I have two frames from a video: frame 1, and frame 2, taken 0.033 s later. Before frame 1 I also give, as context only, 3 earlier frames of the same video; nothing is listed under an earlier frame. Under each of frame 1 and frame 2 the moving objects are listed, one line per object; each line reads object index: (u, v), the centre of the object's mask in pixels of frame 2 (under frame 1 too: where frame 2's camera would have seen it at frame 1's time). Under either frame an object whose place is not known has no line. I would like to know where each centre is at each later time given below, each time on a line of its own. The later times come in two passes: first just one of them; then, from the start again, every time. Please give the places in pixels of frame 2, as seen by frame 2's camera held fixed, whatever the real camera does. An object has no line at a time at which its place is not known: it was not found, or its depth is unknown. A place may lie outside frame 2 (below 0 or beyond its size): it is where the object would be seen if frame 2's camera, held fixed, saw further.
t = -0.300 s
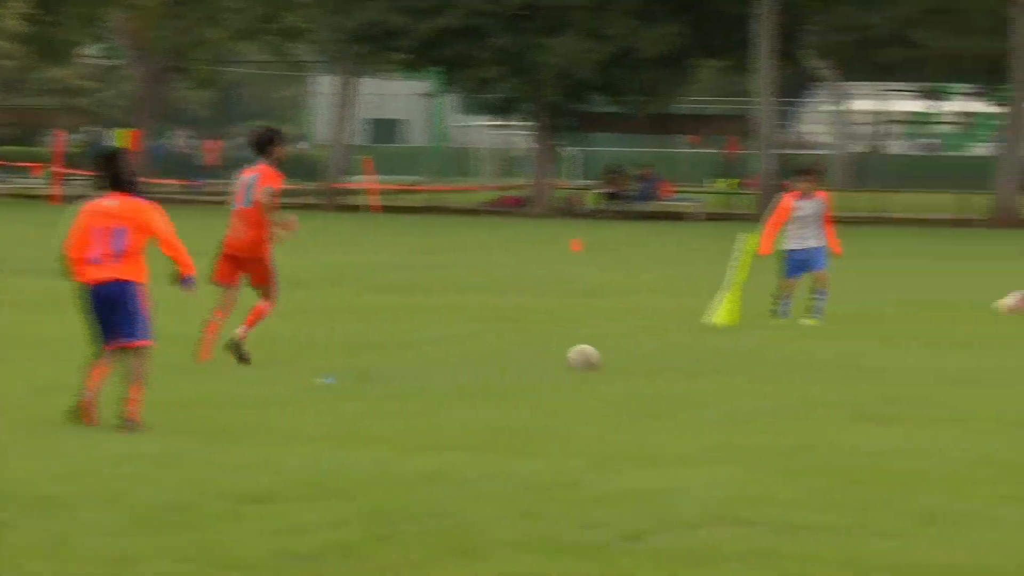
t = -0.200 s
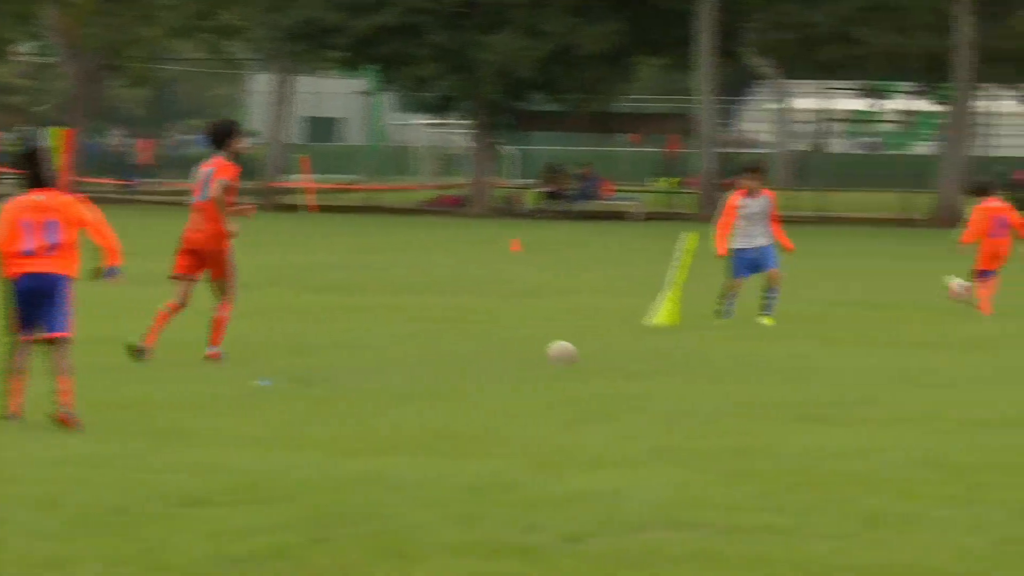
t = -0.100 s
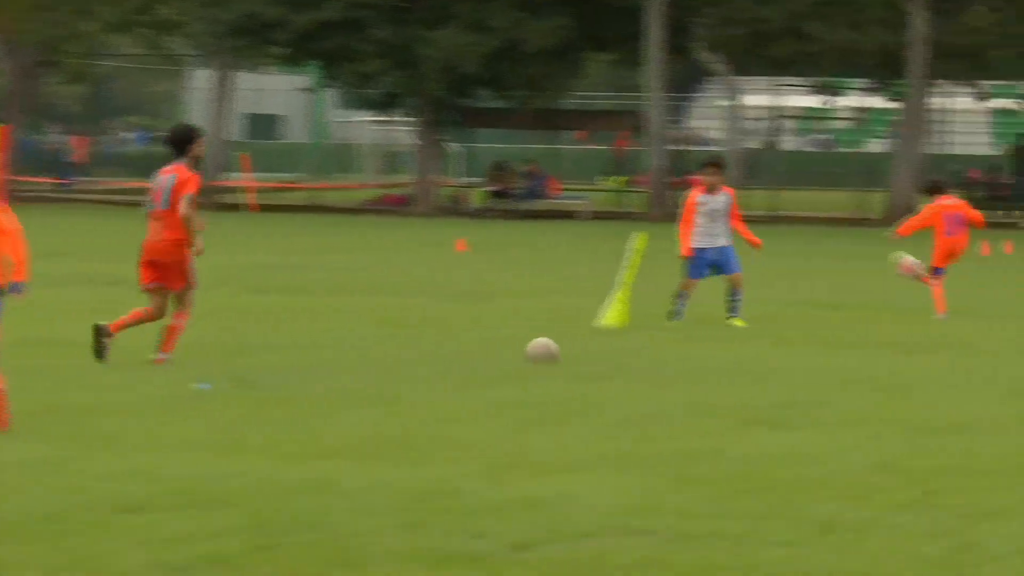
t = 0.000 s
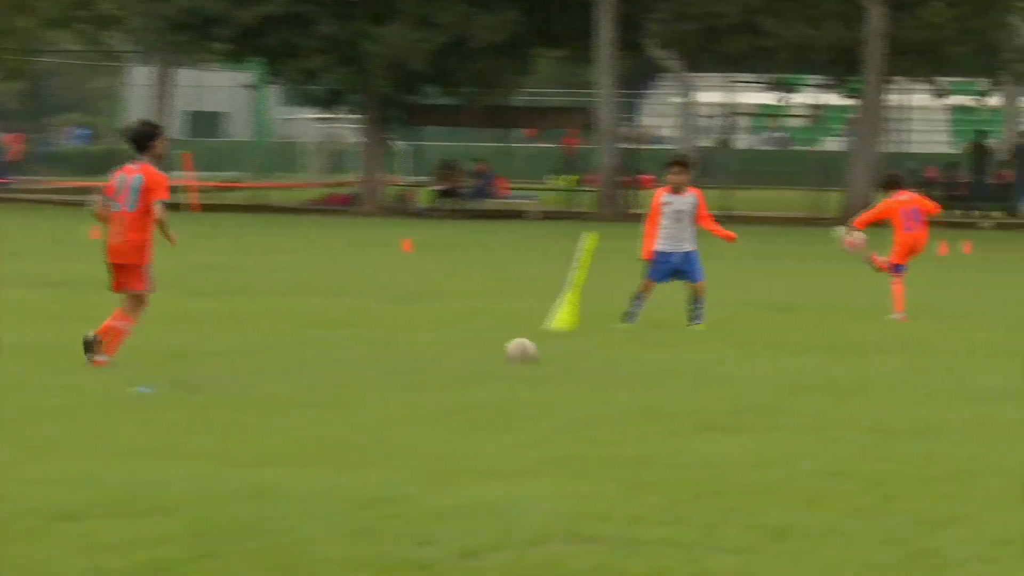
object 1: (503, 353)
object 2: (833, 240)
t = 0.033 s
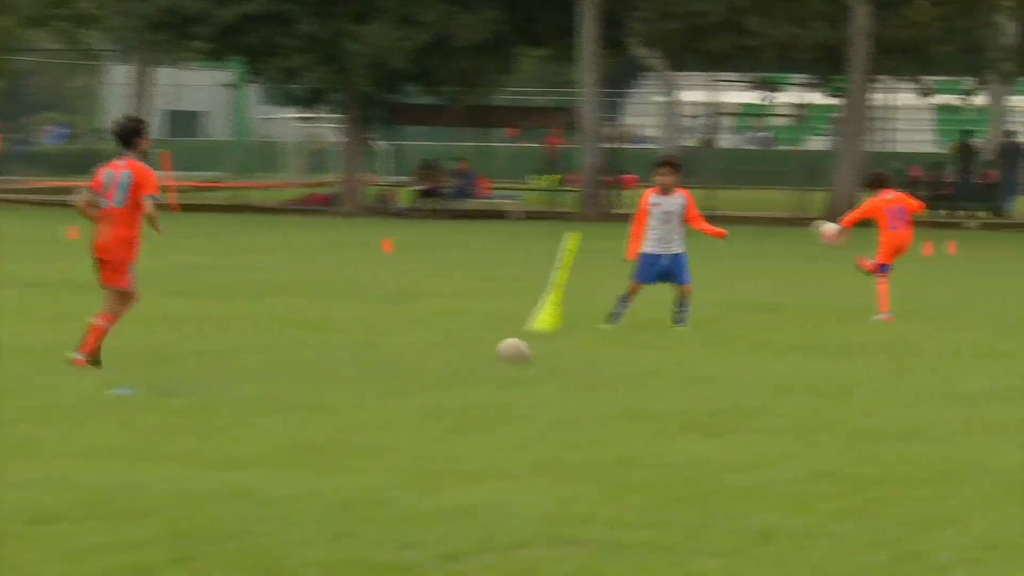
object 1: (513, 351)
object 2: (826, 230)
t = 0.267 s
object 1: (572, 345)
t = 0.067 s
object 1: (522, 351)
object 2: (826, 228)
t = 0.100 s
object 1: (531, 349)
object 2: (823, 224)
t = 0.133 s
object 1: (541, 348)
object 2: (820, 221)
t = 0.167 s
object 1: (550, 348)
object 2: (817, 219)
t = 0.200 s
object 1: (557, 348)
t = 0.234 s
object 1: (565, 346)
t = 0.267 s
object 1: (572, 345)
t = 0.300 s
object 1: (580, 344)
